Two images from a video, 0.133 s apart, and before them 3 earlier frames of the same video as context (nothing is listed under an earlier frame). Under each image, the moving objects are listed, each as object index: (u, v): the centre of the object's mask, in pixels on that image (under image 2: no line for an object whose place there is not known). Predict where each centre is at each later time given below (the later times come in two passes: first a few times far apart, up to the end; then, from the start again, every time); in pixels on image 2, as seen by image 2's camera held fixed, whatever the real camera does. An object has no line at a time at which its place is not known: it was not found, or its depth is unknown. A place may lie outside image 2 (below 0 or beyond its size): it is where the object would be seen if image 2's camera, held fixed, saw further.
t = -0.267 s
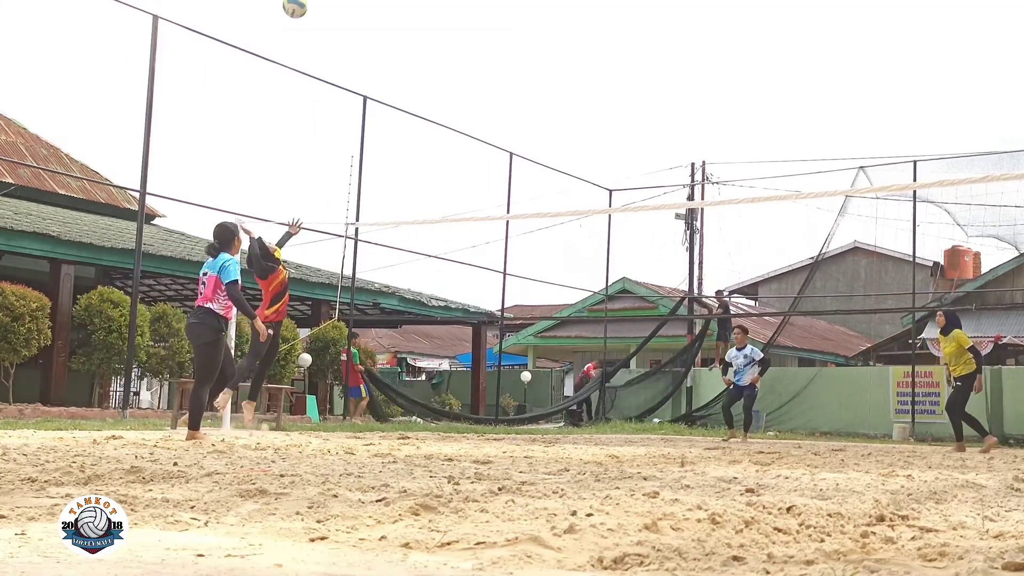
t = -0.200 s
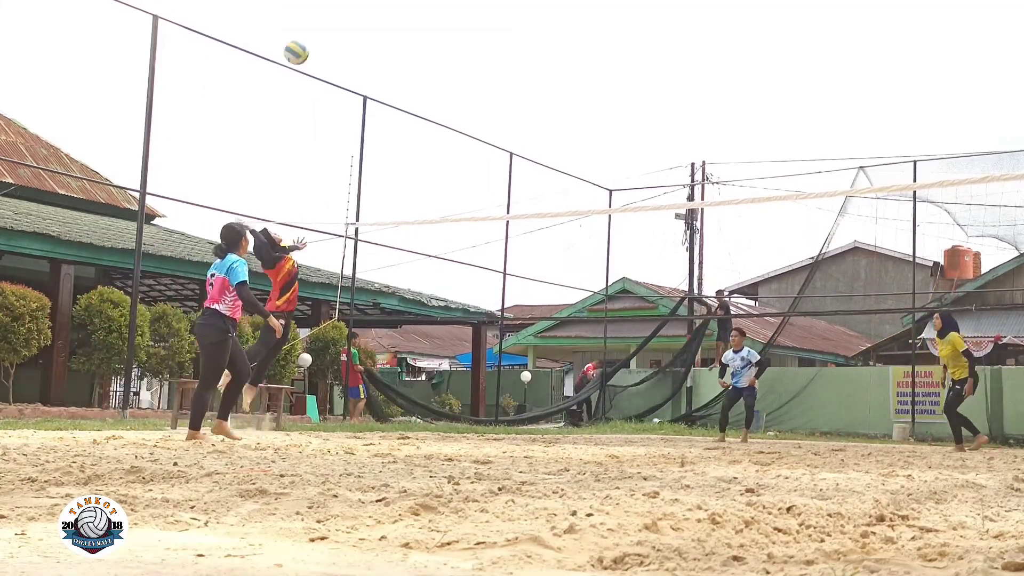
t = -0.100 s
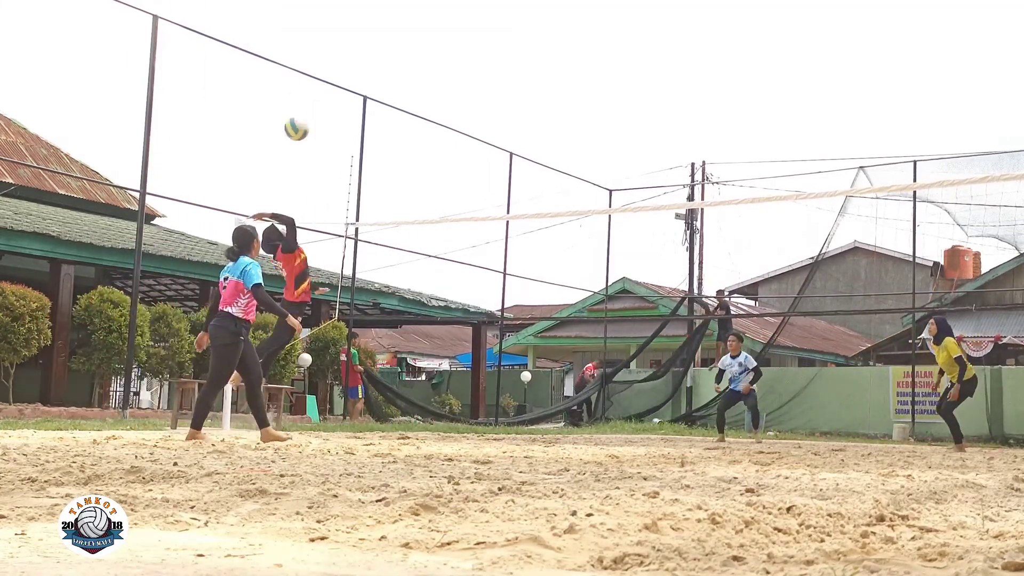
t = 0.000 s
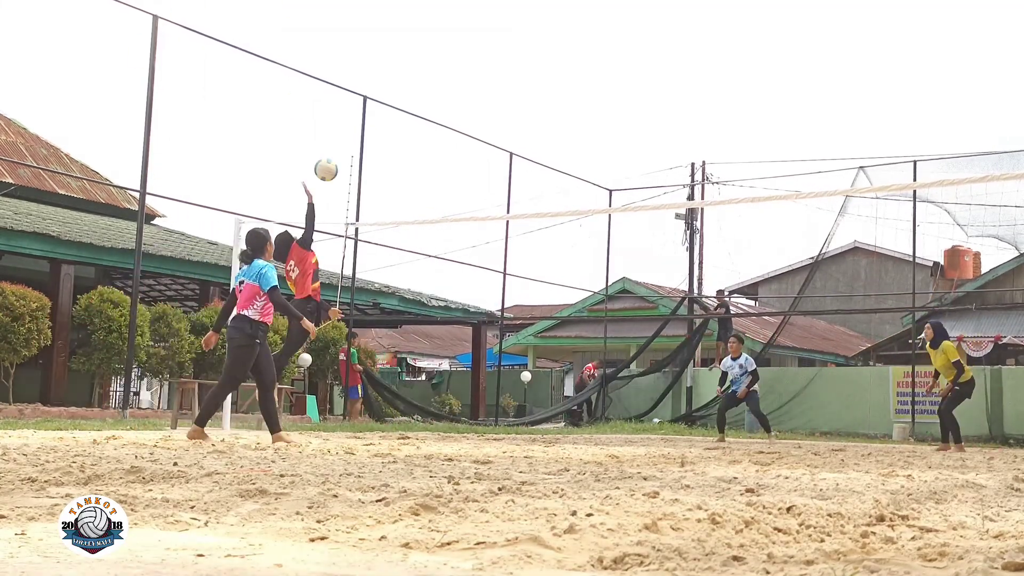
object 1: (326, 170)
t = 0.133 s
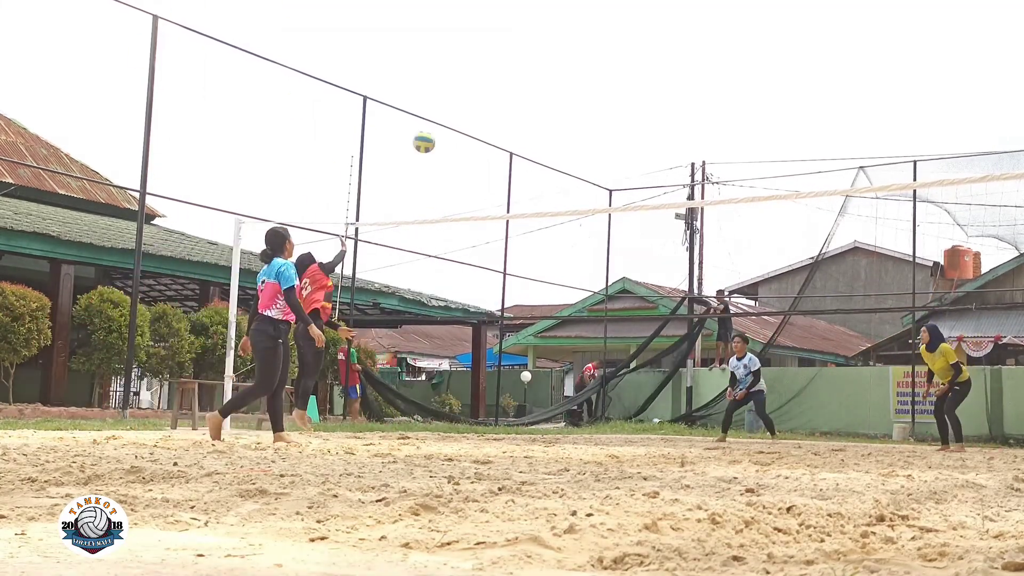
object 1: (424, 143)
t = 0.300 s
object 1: (531, 135)
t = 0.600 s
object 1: (687, 186)
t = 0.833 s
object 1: (784, 272)
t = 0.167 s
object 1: (446, 138)
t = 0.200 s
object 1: (468, 136)
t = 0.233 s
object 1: (490, 134)
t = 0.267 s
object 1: (511, 133)
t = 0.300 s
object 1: (531, 135)
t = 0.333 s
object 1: (550, 136)
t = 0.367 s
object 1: (569, 139)
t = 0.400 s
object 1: (587, 143)
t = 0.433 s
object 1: (605, 148)
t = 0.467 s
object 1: (622, 154)
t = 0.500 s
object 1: (639, 161)
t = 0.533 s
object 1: (656, 169)
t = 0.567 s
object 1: (671, 177)
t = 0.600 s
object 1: (687, 186)
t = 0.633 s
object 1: (702, 194)
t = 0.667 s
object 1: (716, 210)
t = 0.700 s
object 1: (730, 219)
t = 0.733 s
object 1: (744, 231)
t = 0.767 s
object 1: (758, 244)
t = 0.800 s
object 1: (771, 258)
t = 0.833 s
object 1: (784, 272)
